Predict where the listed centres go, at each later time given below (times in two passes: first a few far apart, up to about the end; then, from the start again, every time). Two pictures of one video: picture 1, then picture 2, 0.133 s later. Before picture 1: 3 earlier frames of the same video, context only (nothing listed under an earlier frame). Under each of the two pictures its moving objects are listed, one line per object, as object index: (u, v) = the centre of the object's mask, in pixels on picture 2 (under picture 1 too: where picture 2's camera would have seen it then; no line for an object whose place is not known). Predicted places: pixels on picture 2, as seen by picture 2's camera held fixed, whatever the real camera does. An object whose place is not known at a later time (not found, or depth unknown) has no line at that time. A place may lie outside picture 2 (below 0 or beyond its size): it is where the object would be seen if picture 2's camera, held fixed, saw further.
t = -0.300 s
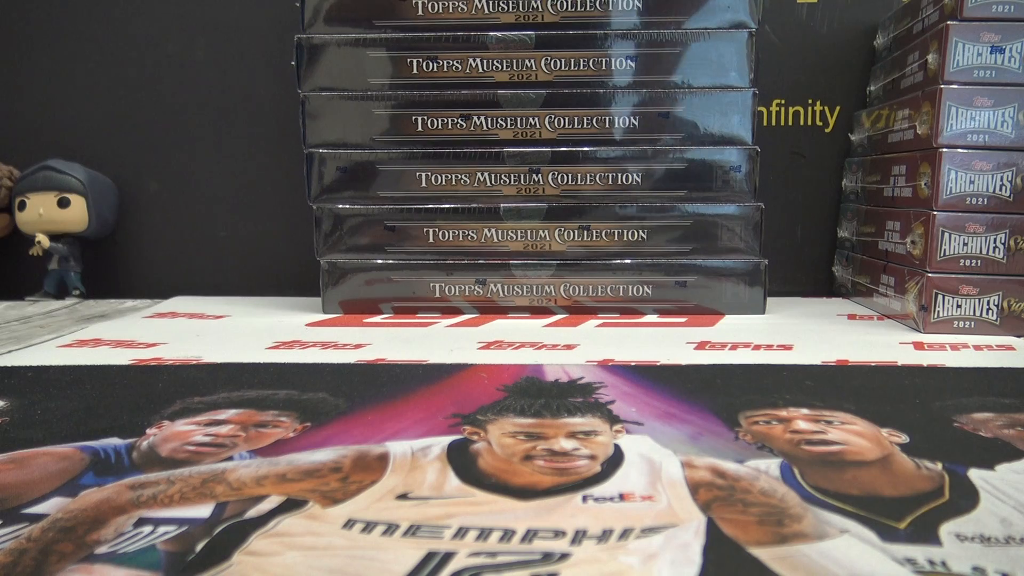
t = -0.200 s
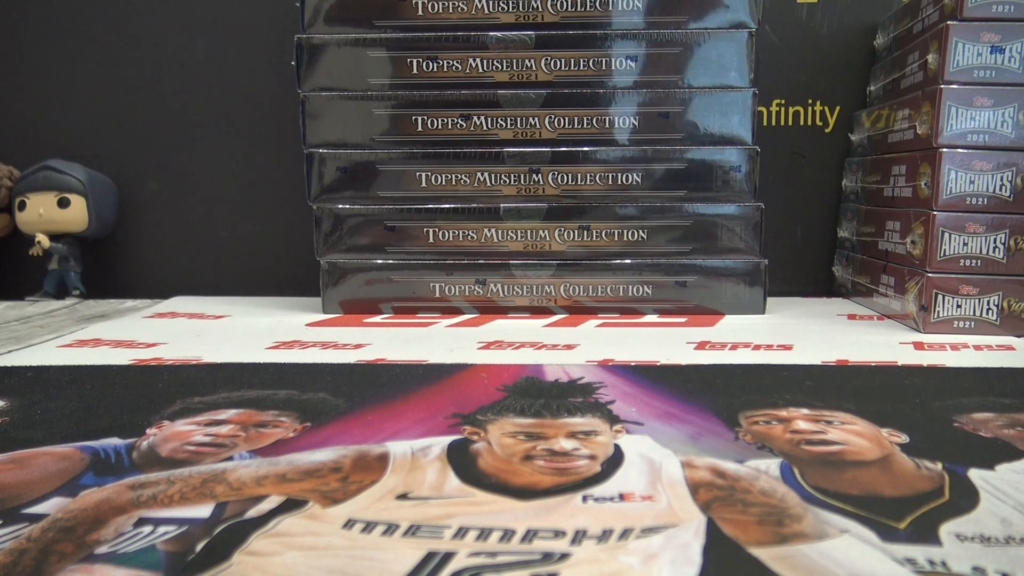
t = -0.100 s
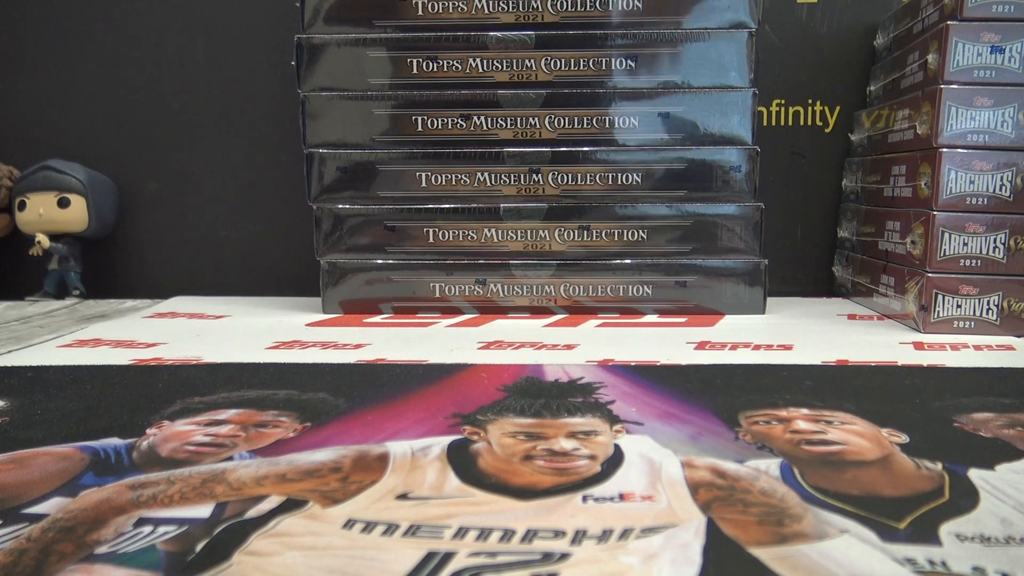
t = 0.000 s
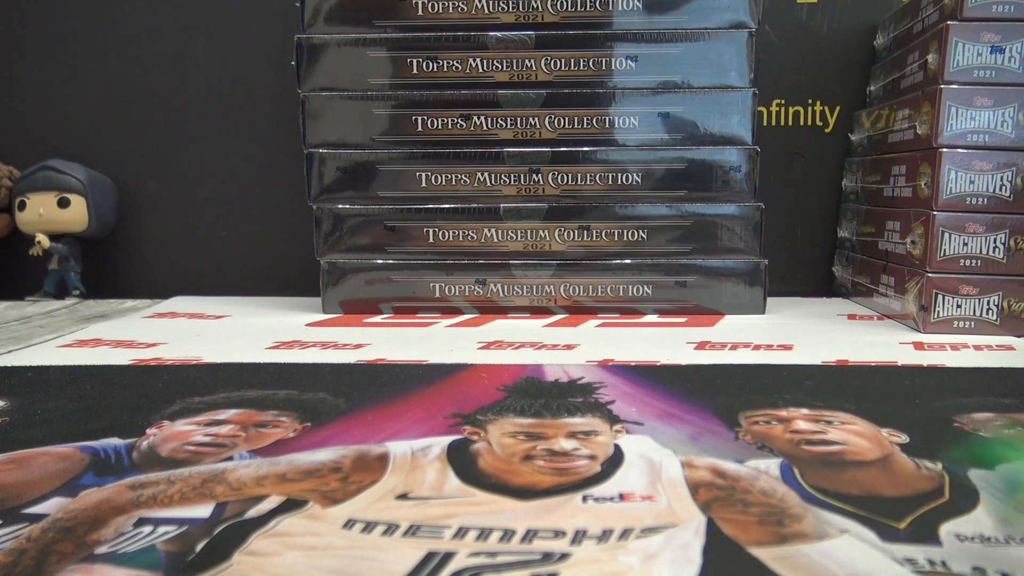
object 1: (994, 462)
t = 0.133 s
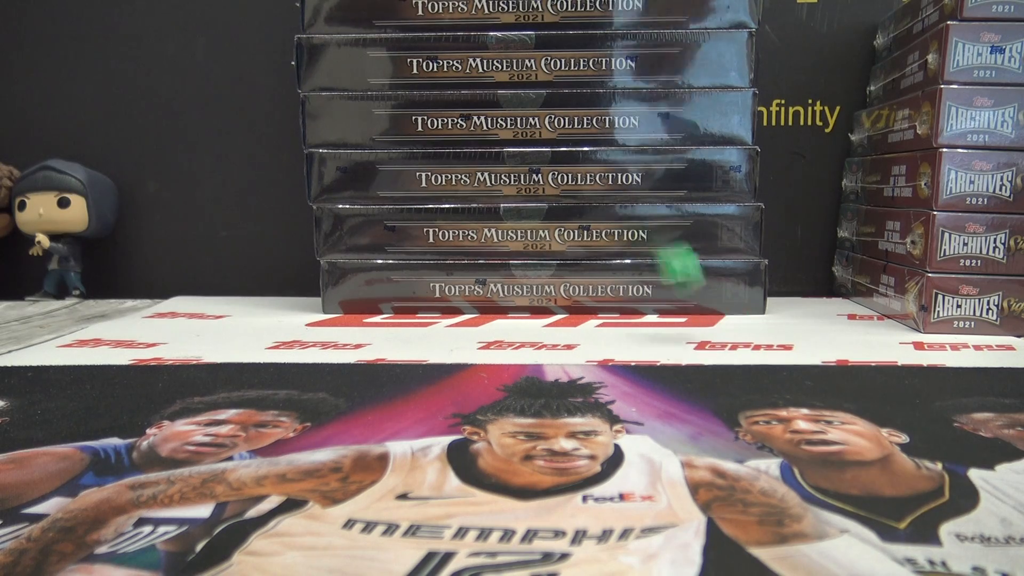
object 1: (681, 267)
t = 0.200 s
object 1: (623, 255)
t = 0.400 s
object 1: (608, 340)
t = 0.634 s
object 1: (625, 347)
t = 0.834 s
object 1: (625, 347)
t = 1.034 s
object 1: (625, 347)
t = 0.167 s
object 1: (645, 244)
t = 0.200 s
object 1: (623, 255)
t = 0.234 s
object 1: (606, 294)
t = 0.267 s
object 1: (603, 305)
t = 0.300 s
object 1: (600, 318)
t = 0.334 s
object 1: (603, 327)
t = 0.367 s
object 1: (605, 334)
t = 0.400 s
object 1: (608, 340)
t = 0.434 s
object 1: (613, 344)
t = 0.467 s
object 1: (618, 346)
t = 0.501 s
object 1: (623, 347)
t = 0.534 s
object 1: (624, 347)
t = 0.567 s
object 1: (625, 347)
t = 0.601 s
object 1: (625, 347)
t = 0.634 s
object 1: (625, 347)
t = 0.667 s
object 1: (625, 347)
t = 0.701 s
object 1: (625, 347)
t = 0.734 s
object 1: (625, 347)
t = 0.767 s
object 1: (625, 347)
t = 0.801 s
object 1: (625, 347)
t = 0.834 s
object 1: (625, 347)
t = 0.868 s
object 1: (625, 347)
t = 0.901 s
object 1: (625, 347)
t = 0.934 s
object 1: (625, 347)
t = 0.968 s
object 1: (625, 347)
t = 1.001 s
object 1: (625, 347)
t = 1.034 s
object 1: (625, 347)
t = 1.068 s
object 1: (625, 347)
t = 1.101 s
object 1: (625, 347)
